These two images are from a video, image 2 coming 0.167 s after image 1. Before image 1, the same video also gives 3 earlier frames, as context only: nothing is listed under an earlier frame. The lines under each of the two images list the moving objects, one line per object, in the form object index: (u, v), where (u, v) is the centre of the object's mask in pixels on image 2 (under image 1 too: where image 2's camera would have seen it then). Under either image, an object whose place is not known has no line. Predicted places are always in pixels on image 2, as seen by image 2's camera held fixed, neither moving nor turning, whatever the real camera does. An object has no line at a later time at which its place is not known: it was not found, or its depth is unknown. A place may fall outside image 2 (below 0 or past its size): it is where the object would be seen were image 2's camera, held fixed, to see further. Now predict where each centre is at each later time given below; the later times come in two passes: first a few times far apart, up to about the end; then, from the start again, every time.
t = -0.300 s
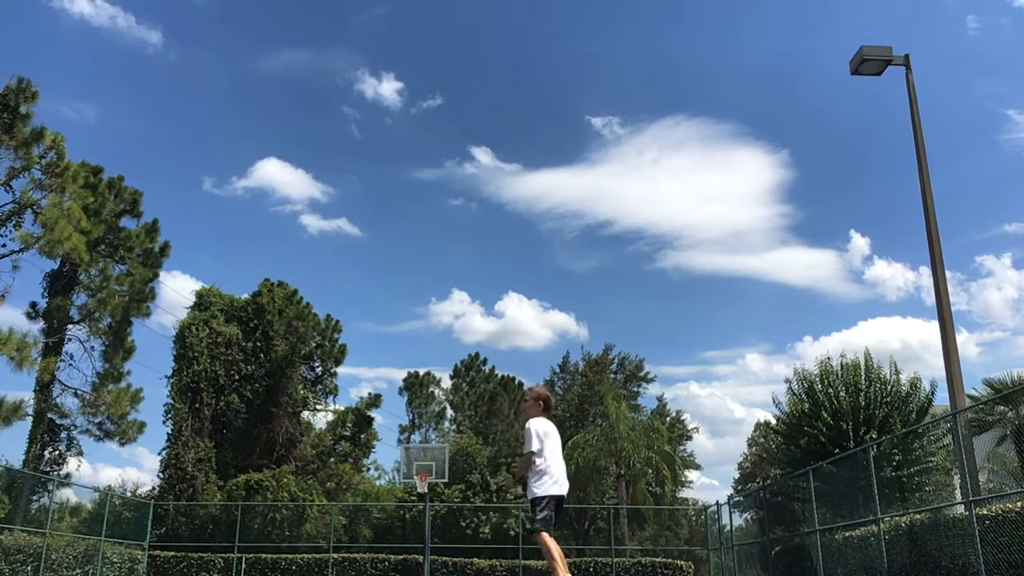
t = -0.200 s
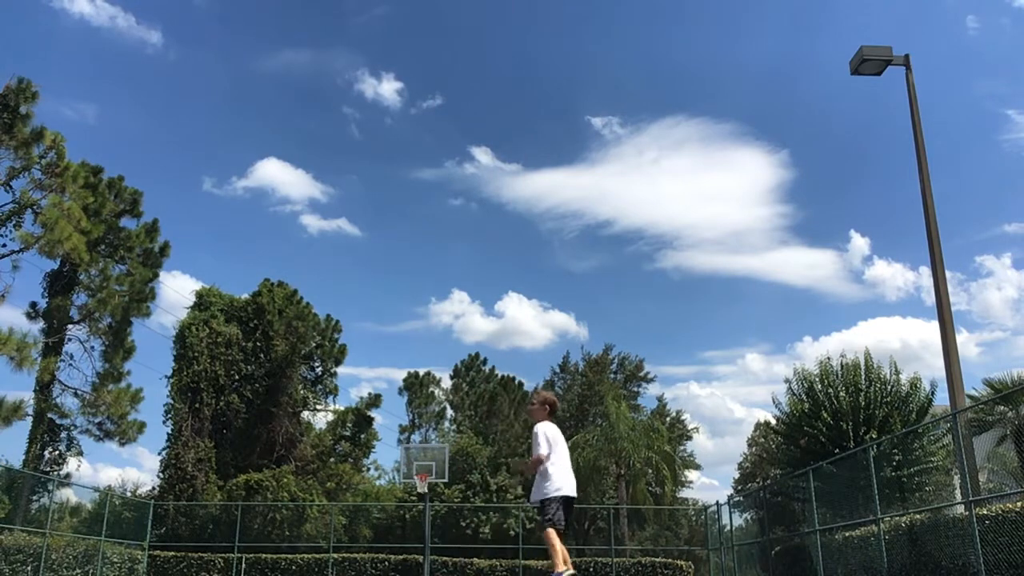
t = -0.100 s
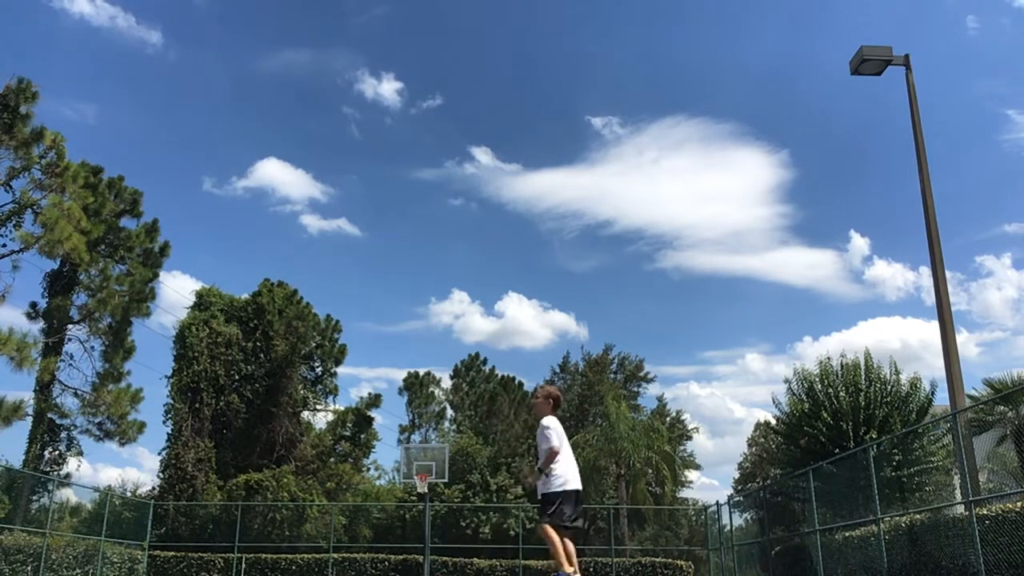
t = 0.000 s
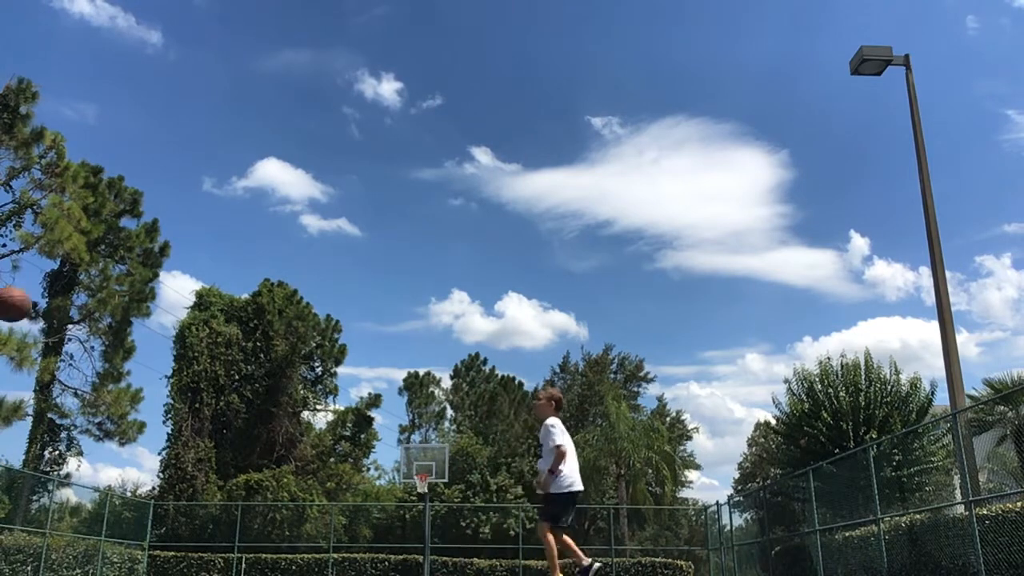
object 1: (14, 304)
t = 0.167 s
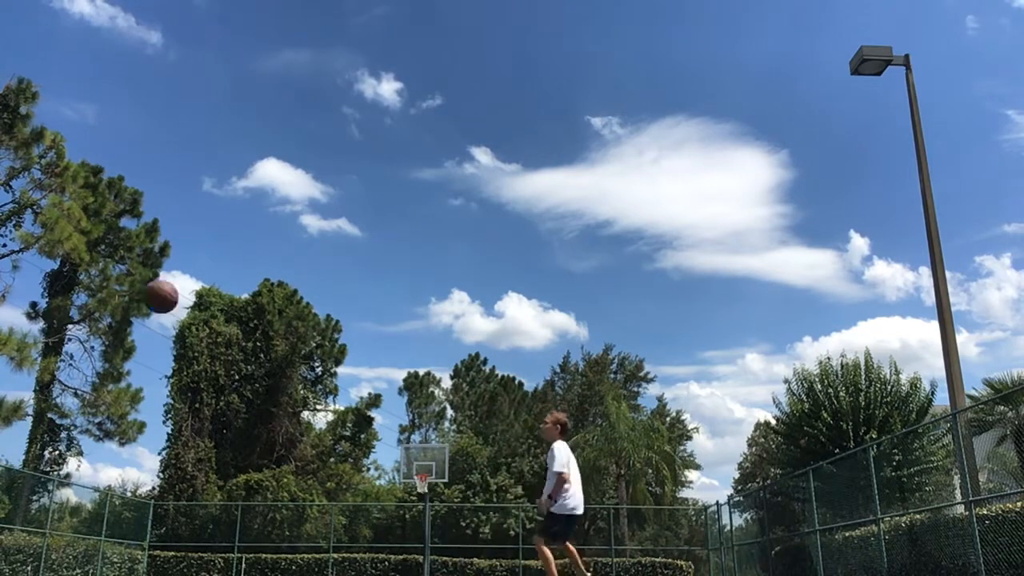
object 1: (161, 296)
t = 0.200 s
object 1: (186, 299)
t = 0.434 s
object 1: (348, 360)
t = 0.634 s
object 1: (466, 461)
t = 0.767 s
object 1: (536, 551)
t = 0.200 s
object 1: (186, 299)
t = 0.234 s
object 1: (214, 304)
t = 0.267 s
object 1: (238, 310)
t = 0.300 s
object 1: (259, 318)
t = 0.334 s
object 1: (284, 326)
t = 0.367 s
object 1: (306, 337)
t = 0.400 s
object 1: (328, 348)
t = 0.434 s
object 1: (348, 360)
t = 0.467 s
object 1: (368, 375)
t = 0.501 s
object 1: (388, 390)
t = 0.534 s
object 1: (408, 406)
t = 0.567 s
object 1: (427, 423)
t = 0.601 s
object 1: (447, 442)
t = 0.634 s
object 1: (466, 461)
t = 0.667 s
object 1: (484, 481)
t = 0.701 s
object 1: (501, 504)
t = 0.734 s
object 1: (519, 525)
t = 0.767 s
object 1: (536, 551)
